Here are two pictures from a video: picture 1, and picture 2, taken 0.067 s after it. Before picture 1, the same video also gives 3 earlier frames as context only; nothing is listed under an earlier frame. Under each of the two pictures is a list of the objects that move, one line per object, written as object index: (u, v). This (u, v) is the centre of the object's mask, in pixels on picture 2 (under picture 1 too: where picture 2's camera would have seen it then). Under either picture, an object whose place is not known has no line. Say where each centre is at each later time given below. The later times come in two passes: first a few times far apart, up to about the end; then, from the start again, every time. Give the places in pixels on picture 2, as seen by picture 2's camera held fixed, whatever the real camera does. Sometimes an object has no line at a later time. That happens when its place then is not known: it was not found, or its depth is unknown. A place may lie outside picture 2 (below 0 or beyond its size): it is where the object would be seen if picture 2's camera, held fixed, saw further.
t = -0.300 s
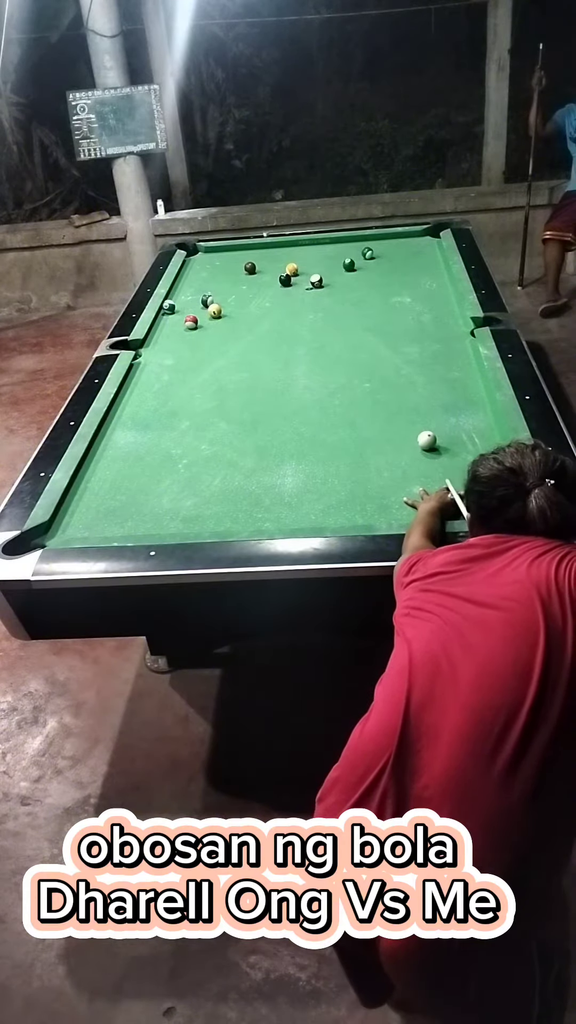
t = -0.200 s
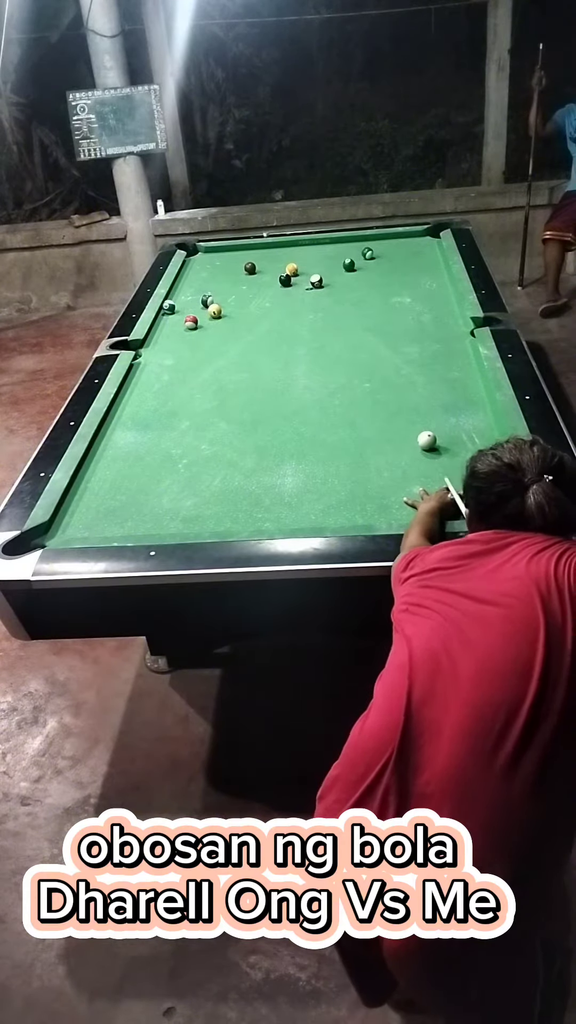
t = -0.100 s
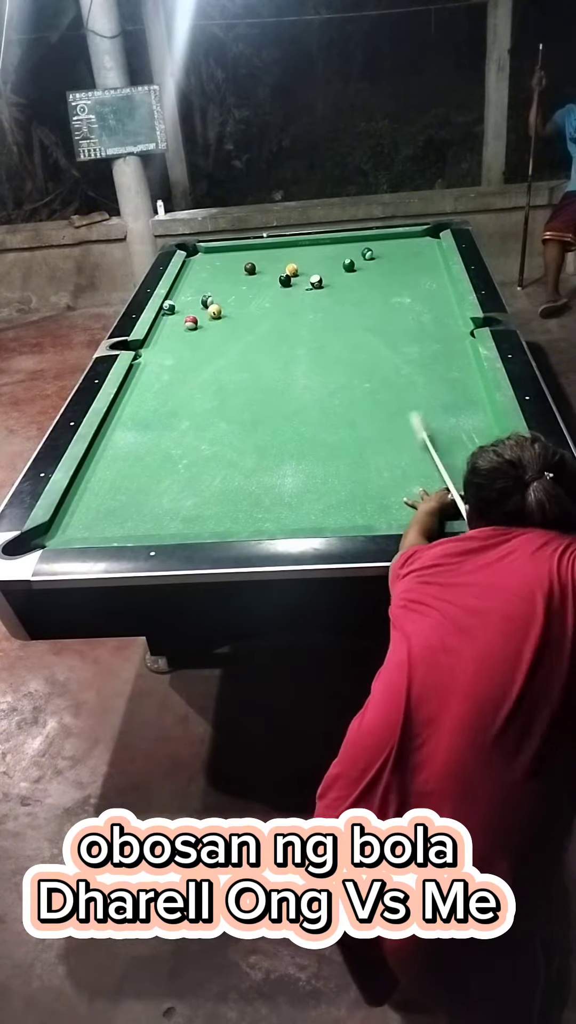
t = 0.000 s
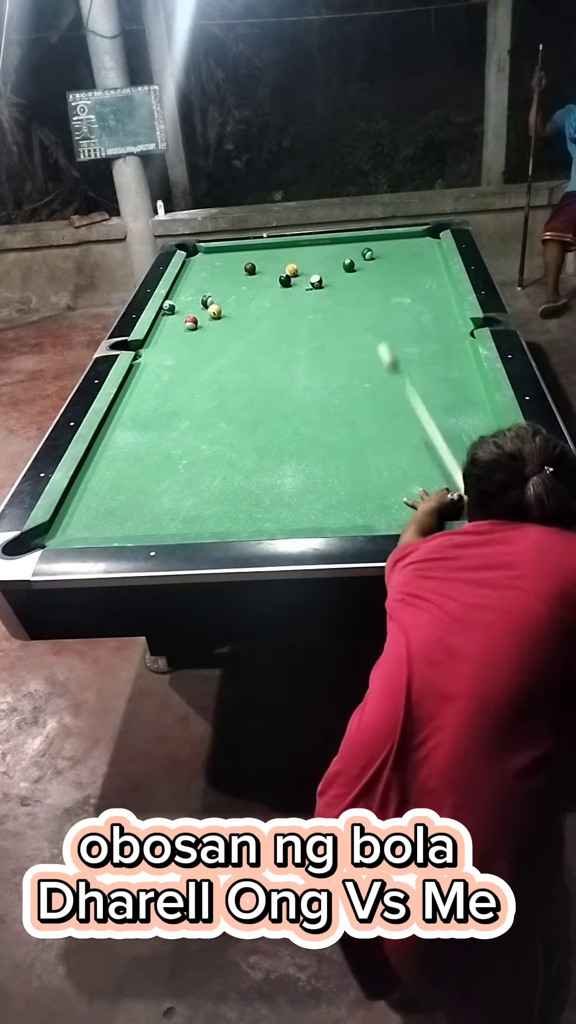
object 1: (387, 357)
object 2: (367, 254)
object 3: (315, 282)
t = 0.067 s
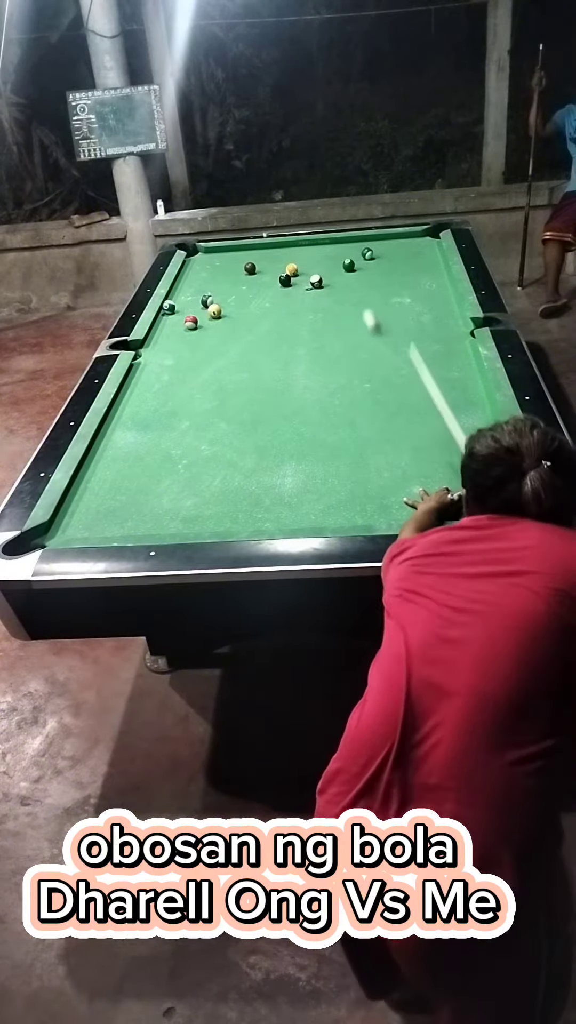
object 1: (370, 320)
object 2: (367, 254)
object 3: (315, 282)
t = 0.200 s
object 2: (368, 254)
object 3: (315, 282)
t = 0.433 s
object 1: (301, 265)
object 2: (368, 254)
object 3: (316, 282)
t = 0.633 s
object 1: (269, 255)
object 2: (395, 262)
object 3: (315, 282)
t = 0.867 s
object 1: (237, 250)
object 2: (425, 271)
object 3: (316, 283)
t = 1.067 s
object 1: (218, 256)
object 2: (447, 279)
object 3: (322, 288)
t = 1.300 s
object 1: (194, 265)
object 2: (431, 286)
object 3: (328, 294)
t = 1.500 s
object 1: (189, 270)
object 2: (420, 292)
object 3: (333, 299)
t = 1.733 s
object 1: (198, 275)
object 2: (406, 299)
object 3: (339, 305)
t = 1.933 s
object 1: (205, 280)
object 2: (394, 305)
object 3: (343, 309)
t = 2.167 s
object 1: (214, 285)
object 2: (381, 312)
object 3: (349, 314)
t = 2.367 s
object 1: (221, 290)
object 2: (371, 318)
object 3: (353, 319)
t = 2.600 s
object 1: (229, 294)
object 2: (368, 324)
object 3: (349, 323)
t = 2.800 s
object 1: (236, 299)
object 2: (367, 329)
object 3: (344, 327)
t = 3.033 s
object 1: (245, 303)
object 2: (367, 334)
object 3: (339, 331)
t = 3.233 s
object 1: (251, 307)
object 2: (367, 339)
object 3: (336, 334)
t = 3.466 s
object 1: (259, 311)
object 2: (367, 343)
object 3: (332, 337)
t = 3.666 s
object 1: (265, 314)
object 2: (367, 346)
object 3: (329, 339)
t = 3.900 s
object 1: (272, 318)
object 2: (366, 349)
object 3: (326, 341)
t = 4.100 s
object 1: (277, 320)
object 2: (366, 352)
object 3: (325, 342)
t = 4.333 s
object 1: (283, 323)
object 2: (365, 354)
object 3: (324, 343)
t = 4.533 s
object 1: (287, 325)
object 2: (365, 355)
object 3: (324, 344)
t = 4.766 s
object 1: (292, 327)
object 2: (365, 356)
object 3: (324, 344)
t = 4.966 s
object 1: (297, 329)
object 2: (366, 356)
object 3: (324, 344)
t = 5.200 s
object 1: (301, 330)
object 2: (365, 356)
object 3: (324, 344)
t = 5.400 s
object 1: (304, 331)
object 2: (365, 356)
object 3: (324, 344)
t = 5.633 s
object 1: (307, 332)
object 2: (365, 356)
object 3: (324, 344)
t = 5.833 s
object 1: (308, 332)
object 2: (365, 356)
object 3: (324, 344)
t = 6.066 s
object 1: (309, 332)
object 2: (365, 356)
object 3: (324, 344)
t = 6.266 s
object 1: (310, 332)
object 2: (365, 356)
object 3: (324, 344)
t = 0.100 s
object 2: (368, 254)
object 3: (315, 282)
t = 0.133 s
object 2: (368, 254)
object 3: (315, 282)
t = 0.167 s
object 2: (368, 254)
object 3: (315, 282)
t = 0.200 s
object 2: (368, 254)
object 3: (315, 282)
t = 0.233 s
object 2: (368, 254)
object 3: (315, 282)
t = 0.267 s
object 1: (333, 269)
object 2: (368, 254)
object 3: (315, 282)
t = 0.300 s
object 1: (326, 269)
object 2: (368, 254)
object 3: (315, 282)
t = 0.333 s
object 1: (320, 268)
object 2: (368, 254)
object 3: (315, 282)
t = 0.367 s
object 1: (313, 268)
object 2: (368, 254)
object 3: (315, 282)
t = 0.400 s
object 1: (307, 267)
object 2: (368, 254)
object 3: (315, 282)
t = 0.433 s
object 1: (301, 265)
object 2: (368, 254)
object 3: (316, 282)
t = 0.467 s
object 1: (296, 263)
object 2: (373, 255)
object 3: (316, 282)
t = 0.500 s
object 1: (288, 260)
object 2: (378, 257)
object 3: (315, 282)
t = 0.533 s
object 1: (283, 260)
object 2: (382, 258)
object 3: (315, 282)
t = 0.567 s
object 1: (279, 258)
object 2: (387, 259)
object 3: (316, 282)
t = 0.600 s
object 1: (273, 257)
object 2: (391, 261)
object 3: (316, 282)
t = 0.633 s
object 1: (269, 255)
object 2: (395, 262)
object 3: (315, 282)
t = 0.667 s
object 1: (263, 254)
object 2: (400, 263)
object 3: (315, 282)
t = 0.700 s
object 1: (258, 252)
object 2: (404, 264)
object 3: (315, 282)
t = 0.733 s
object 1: (254, 251)
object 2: (408, 266)
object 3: (316, 282)
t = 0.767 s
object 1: (249, 249)
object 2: (412, 267)
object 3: (315, 283)
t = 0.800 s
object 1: (244, 248)
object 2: (417, 269)
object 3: (315, 283)
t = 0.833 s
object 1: (241, 248)
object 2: (421, 270)
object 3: (316, 283)
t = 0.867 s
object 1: (237, 250)
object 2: (425, 271)
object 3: (316, 283)
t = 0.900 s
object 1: (234, 251)
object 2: (430, 273)
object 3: (317, 284)
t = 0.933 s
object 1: (231, 252)
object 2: (435, 273)
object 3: (318, 285)
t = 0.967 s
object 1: (228, 253)
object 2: (439, 274)
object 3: (319, 286)
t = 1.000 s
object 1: (224, 254)
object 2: (444, 276)
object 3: (319, 287)
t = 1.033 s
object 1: (221, 255)
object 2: (448, 277)
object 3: (321, 287)
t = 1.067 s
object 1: (218, 256)
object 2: (447, 279)
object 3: (322, 288)
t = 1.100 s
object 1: (214, 258)
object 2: (444, 280)
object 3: (323, 289)
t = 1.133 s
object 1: (211, 259)
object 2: (442, 281)
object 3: (324, 290)
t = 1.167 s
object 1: (208, 260)
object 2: (440, 281)
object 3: (325, 291)
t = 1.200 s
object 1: (204, 261)
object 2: (437, 283)
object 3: (325, 292)
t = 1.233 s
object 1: (201, 262)
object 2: (435, 284)
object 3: (326, 292)
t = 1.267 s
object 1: (198, 264)
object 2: (433, 285)
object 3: (327, 293)
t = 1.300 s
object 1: (194, 265)
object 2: (431, 286)
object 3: (328, 294)
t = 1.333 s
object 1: (191, 266)
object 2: (429, 287)
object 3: (329, 295)
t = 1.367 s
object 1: (188, 267)
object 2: (428, 288)
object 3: (329, 295)
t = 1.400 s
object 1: (185, 268)
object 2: (425, 289)
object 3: (330, 296)
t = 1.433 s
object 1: (186, 269)
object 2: (423, 289)
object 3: (331, 297)
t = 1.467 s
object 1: (187, 270)
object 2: (421, 291)
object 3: (332, 298)
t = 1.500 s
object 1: (189, 270)
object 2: (420, 292)
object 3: (333, 299)
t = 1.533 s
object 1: (190, 271)
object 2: (418, 293)
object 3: (334, 300)
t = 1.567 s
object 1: (191, 272)
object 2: (415, 294)
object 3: (335, 300)
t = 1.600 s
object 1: (193, 272)
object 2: (413, 295)
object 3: (335, 301)
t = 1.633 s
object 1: (194, 273)
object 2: (412, 296)
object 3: (336, 302)
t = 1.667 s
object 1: (195, 274)
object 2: (410, 298)
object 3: (337, 303)
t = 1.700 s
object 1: (196, 275)
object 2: (408, 298)
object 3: (338, 304)
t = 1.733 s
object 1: (198, 275)
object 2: (406, 299)
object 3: (339, 305)
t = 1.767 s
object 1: (199, 276)
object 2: (404, 300)
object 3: (339, 305)
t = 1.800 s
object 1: (200, 277)
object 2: (402, 301)
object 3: (340, 306)
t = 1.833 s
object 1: (201, 278)
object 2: (400, 303)
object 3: (341, 307)
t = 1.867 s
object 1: (203, 279)
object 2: (398, 303)
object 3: (342, 307)
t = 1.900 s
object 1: (204, 279)
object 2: (396, 304)
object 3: (343, 308)
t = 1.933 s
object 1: (205, 280)
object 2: (394, 305)
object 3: (343, 309)
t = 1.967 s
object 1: (206, 281)
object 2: (392, 306)
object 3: (344, 310)
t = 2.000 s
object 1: (208, 282)
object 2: (391, 307)
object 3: (345, 311)
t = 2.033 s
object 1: (209, 282)
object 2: (389, 309)
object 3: (346, 311)
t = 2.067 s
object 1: (210, 283)
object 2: (387, 309)
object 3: (346, 312)
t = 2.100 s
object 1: (211, 284)
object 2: (385, 310)
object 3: (347, 313)
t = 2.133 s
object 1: (213, 284)
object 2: (383, 311)
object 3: (348, 313)
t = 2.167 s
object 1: (214, 285)
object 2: (381, 312)
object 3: (349, 314)
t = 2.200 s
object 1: (215, 286)
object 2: (380, 313)
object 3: (349, 315)
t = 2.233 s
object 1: (216, 287)
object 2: (378, 315)
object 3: (350, 316)
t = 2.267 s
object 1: (217, 288)
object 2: (376, 315)
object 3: (351, 316)
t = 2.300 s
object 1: (219, 288)
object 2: (374, 316)
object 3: (351, 317)
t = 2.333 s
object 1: (220, 289)
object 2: (373, 317)
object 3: (352, 318)
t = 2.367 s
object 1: (221, 290)
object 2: (371, 318)
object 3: (353, 319)
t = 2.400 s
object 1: (222, 290)
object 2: (369, 319)
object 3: (353, 319)
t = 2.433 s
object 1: (223, 291)
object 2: (368, 320)
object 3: (353, 320)
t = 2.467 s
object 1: (225, 291)
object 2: (368, 321)
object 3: (352, 320)
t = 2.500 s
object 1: (226, 292)
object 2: (368, 322)
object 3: (352, 321)
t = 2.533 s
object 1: (227, 293)
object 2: (368, 323)
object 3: (351, 322)
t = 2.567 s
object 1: (228, 294)
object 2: (368, 324)
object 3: (350, 322)
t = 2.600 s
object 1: (229, 294)
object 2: (368, 324)
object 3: (349, 323)
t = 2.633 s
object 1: (231, 295)
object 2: (368, 325)
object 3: (348, 323)
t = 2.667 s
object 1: (232, 296)
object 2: (368, 326)
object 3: (347, 324)
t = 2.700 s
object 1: (233, 297)
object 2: (368, 327)
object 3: (346, 325)
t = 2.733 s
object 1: (234, 297)
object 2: (368, 327)
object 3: (345, 326)
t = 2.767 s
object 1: (235, 298)
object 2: (367, 328)
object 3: (345, 326)
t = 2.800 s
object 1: (236, 299)
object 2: (367, 329)
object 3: (344, 327)
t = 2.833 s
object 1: (237, 299)
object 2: (367, 330)
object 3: (343, 328)
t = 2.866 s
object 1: (239, 300)
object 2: (367, 330)
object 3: (342, 328)
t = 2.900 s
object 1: (240, 301)
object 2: (367, 331)
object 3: (342, 329)
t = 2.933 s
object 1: (241, 301)
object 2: (367, 332)
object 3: (341, 329)
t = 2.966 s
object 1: (242, 302)
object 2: (367, 333)
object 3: (341, 330)
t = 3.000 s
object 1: (243, 302)
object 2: (367, 334)
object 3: (340, 331)
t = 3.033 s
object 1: (245, 303)
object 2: (367, 334)
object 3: (339, 331)
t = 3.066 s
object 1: (246, 304)
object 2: (367, 335)
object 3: (338, 331)
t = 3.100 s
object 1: (247, 304)
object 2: (367, 336)
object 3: (338, 332)
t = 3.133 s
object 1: (248, 305)
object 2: (367, 337)
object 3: (337, 332)
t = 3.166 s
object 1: (249, 306)
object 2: (367, 337)
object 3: (337, 333)
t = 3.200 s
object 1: (250, 306)
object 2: (367, 338)
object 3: (336, 334)
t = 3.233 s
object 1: (251, 307)
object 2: (367, 339)
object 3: (336, 334)
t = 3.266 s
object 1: (252, 307)
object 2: (367, 339)
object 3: (335, 335)
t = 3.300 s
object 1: (254, 308)
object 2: (367, 340)
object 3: (334, 335)
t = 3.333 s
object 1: (254, 309)
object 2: (367, 340)
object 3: (334, 336)
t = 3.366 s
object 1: (256, 309)
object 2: (367, 341)
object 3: (334, 336)
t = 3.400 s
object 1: (256, 310)
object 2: (367, 342)
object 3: (333, 336)
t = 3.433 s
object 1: (258, 310)
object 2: (367, 343)
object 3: (333, 337)
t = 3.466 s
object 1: (259, 311)
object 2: (367, 343)
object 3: (332, 337)
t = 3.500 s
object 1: (260, 311)
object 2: (367, 343)
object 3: (331, 337)
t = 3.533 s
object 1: (261, 312)
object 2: (367, 344)
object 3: (331, 338)
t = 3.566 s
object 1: (262, 313)
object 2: (367, 344)
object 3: (331, 338)
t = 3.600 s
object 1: (263, 313)
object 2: (367, 345)
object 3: (330, 338)
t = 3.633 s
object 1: (264, 314)
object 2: (367, 346)
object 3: (330, 339)
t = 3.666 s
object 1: (265, 314)
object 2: (367, 346)
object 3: (329, 339)
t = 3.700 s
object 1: (266, 315)
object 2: (367, 347)
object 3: (329, 339)
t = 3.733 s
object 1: (267, 315)
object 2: (367, 347)
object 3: (328, 340)
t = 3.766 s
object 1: (268, 316)
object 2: (367, 347)
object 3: (328, 340)
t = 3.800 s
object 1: (269, 316)
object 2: (367, 348)
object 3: (327, 340)
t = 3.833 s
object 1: (270, 317)
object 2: (366, 349)
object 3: (327, 341)
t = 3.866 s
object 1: (271, 317)
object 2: (366, 349)
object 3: (327, 341)
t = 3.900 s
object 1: (272, 318)
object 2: (366, 349)
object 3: (326, 341)
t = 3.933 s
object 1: (272, 318)
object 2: (366, 350)
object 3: (326, 341)
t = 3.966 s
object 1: (273, 319)
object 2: (366, 350)
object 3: (326, 342)
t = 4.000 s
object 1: (274, 319)
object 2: (366, 351)
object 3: (325, 342)
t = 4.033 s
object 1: (275, 319)
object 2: (366, 351)
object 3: (325, 342)
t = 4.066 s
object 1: (276, 320)
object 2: (366, 351)
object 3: (325, 342)
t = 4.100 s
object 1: (277, 320)
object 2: (366, 352)
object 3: (325, 342)
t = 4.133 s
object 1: (278, 321)
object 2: (366, 352)
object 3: (324, 342)
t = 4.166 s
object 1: (279, 321)
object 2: (366, 352)
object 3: (324, 343)
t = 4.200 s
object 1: (279, 322)
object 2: (365, 353)
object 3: (324, 343)
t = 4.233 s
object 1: (280, 322)
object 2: (365, 353)
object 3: (324, 343)
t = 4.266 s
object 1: (281, 322)
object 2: (365, 353)
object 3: (324, 343)
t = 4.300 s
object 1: (282, 323)
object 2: (365, 354)
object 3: (324, 343)
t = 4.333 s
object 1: (283, 323)
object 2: (365, 354)
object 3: (324, 343)
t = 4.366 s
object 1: (283, 324)
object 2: (365, 354)
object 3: (324, 344)
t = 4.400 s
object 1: (284, 324)
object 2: (365, 354)
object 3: (324, 344)
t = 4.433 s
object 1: (285, 324)
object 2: (365, 354)
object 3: (324, 344)
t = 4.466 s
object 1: (286, 324)
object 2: (365, 354)
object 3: (324, 344)
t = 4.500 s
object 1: (287, 325)
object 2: (365, 355)
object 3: (324, 344)
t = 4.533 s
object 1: (287, 325)
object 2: (365, 355)
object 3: (324, 344)
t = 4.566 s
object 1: (288, 326)
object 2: (365, 355)
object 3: (324, 344)
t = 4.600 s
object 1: (289, 326)
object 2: (365, 355)
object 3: (324, 344)
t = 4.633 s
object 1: (289, 326)
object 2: (365, 355)
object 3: (324, 344)
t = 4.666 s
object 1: (290, 326)
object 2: (365, 355)
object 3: (324, 344)
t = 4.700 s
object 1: (291, 327)
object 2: (365, 356)
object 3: (324, 344)
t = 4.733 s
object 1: (292, 327)
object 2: (365, 356)
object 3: (324, 344)
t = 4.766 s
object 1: (292, 327)
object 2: (365, 356)
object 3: (324, 344)
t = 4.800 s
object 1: (293, 328)
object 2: (365, 356)
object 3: (324, 344)
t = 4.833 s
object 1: (294, 328)
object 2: (366, 356)
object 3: (324, 344)
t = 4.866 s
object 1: (295, 328)
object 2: (366, 356)
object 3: (324, 344)
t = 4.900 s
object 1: (295, 328)
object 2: (366, 356)
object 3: (324, 344)
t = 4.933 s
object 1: (296, 328)
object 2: (366, 356)
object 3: (324, 344)
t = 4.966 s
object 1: (297, 329)
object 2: (366, 356)
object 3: (324, 344)
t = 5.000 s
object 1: (297, 329)
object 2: (366, 356)
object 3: (324, 344)
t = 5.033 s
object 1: (298, 329)
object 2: (366, 356)
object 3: (324, 344)
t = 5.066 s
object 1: (299, 329)
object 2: (365, 356)
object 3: (324, 344)
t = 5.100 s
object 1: (299, 329)
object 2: (365, 356)
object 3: (324, 344)
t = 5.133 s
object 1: (299, 330)
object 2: (365, 356)
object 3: (324, 344)
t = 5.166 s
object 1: (300, 330)
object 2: (365, 356)
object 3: (324, 344)
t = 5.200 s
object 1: (301, 330)
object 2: (365, 356)
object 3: (324, 344)
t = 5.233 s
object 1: (301, 330)
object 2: (365, 356)
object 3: (324, 344)
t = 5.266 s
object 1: (302, 330)
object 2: (365, 356)
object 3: (324, 344)
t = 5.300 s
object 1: (302, 330)
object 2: (365, 356)
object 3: (324, 344)
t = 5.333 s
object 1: (303, 331)
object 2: (365, 356)
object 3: (324, 344)
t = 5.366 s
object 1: (303, 331)
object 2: (365, 356)
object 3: (324, 344)
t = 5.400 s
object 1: (304, 331)
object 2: (365, 356)
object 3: (324, 344)
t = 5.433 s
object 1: (304, 331)
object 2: (365, 356)
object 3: (324, 344)
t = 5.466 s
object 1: (305, 331)
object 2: (365, 356)
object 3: (324, 344)
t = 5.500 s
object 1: (305, 331)
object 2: (365, 356)
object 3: (324, 344)
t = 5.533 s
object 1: (306, 331)
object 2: (365, 356)
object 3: (324, 344)
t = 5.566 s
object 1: (306, 331)
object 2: (365, 356)
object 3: (324, 344)
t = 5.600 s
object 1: (306, 331)
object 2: (365, 356)
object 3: (324, 344)
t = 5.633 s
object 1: (307, 332)
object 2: (365, 356)
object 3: (324, 344)
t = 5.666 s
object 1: (307, 332)
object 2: (365, 356)
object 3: (324, 344)
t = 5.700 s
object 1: (307, 332)
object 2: (365, 356)
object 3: (324, 344)
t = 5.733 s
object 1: (307, 332)
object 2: (365, 356)
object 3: (324, 344)
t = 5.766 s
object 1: (307, 332)
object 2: (365, 356)
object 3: (324, 344)
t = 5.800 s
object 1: (308, 332)
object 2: (365, 356)
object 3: (324, 344)
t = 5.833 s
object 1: (308, 332)
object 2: (365, 356)
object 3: (324, 344)
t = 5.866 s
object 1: (308, 332)
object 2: (365, 356)
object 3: (324, 344)
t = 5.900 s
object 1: (308, 332)
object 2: (365, 356)
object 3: (324, 344)
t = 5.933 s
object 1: (309, 332)
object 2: (365, 356)
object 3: (324, 344)
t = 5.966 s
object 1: (309, 332)
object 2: (365, 356)
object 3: (324, 344)
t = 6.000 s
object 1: (309, 332)
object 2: (365, 356)
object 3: (324, 344)
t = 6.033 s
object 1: (309, 332)
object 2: (365, 356)
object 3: (324, 344)
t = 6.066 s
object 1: (309, 332)
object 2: (365, 356)
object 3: (324, 344)
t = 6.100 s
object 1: (309, 332)
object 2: (365, 356)
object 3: (324, 344)
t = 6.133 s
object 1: (309, 332)
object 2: (365, 356)
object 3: (324, 344)
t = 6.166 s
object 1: (310, 332)
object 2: (365, 356)
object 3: (324, 344)
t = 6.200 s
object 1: (310, 332)
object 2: (365, 356)
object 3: (324, 344)
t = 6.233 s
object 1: (310, 332)
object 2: (365, 356)
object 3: (324, 344)
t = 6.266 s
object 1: (310, 332)
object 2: (365, 356)
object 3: (324, 344)
